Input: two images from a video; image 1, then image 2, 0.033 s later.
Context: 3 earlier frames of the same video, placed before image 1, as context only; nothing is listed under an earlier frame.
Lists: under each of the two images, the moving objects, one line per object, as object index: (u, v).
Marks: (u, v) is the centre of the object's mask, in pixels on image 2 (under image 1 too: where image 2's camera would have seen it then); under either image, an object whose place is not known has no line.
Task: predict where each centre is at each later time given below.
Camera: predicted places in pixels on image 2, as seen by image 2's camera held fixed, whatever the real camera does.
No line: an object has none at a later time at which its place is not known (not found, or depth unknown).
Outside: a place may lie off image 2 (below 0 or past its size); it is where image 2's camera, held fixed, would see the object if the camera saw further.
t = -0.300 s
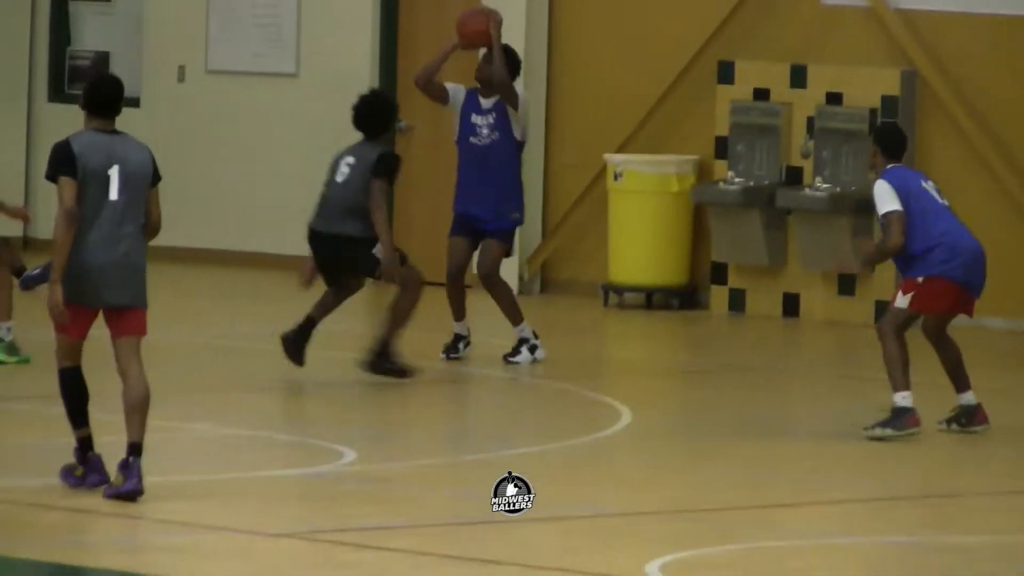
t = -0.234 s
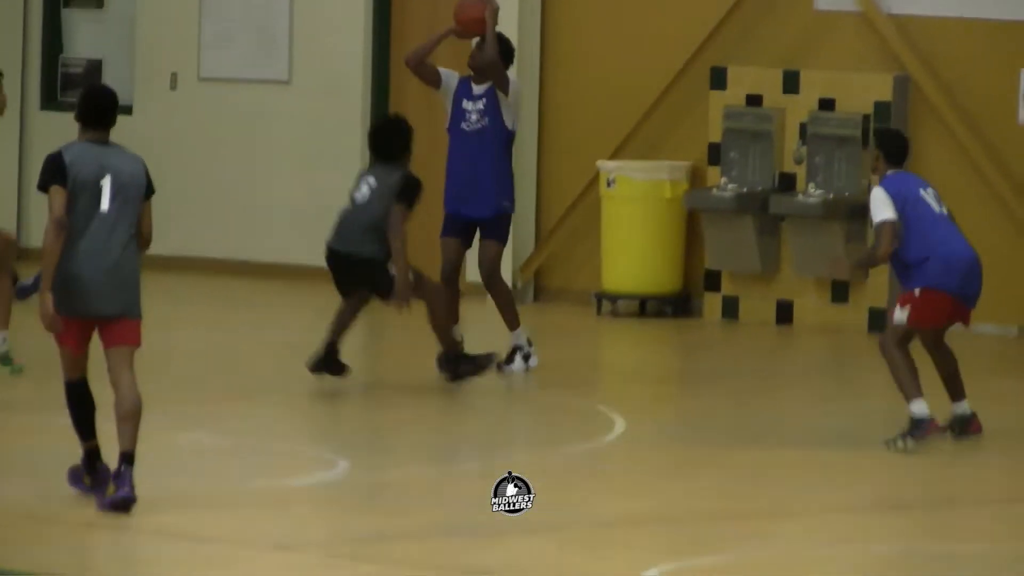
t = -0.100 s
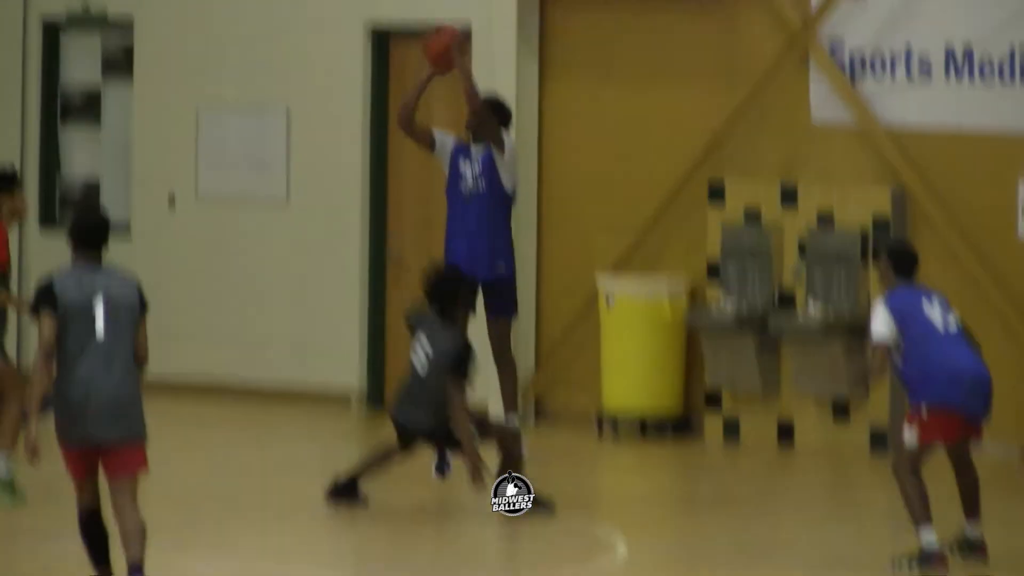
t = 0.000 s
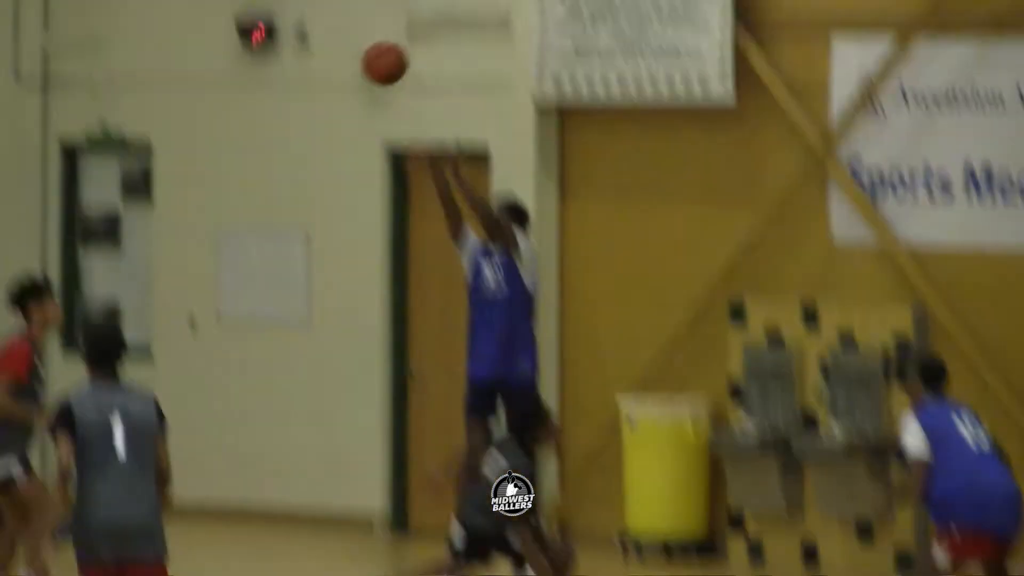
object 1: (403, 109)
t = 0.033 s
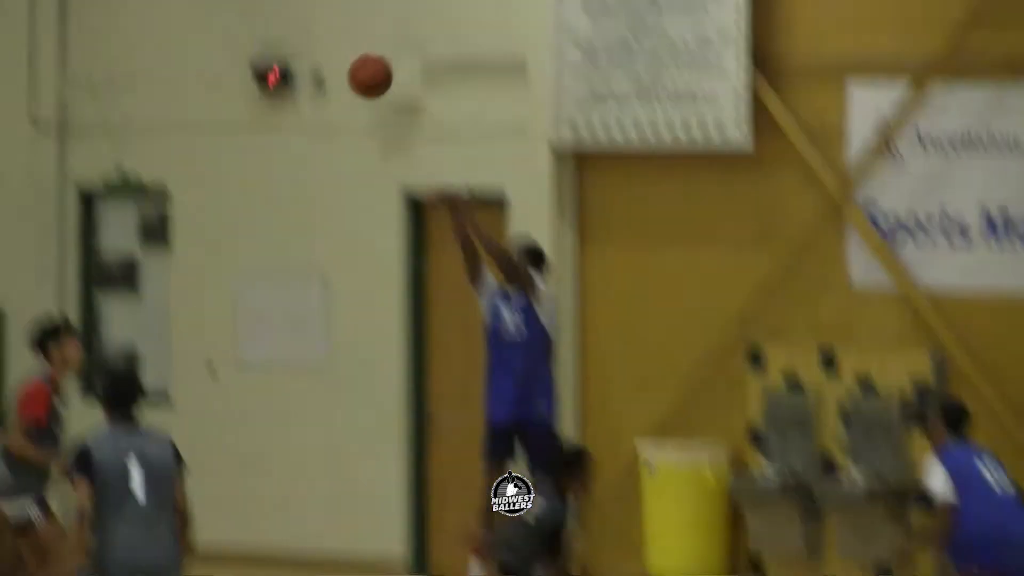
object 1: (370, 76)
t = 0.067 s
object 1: (338, 44)
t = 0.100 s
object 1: (306, 14)
